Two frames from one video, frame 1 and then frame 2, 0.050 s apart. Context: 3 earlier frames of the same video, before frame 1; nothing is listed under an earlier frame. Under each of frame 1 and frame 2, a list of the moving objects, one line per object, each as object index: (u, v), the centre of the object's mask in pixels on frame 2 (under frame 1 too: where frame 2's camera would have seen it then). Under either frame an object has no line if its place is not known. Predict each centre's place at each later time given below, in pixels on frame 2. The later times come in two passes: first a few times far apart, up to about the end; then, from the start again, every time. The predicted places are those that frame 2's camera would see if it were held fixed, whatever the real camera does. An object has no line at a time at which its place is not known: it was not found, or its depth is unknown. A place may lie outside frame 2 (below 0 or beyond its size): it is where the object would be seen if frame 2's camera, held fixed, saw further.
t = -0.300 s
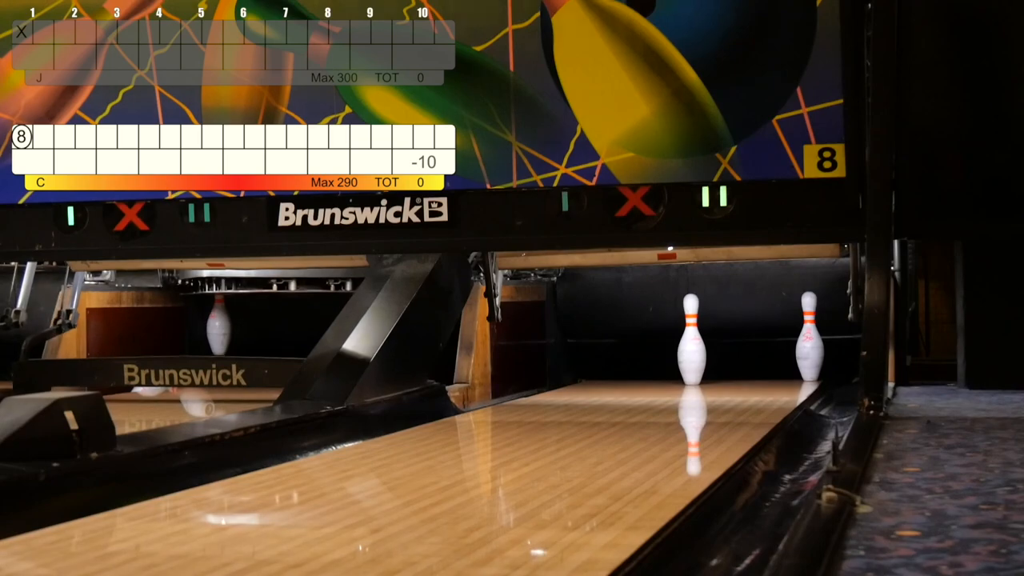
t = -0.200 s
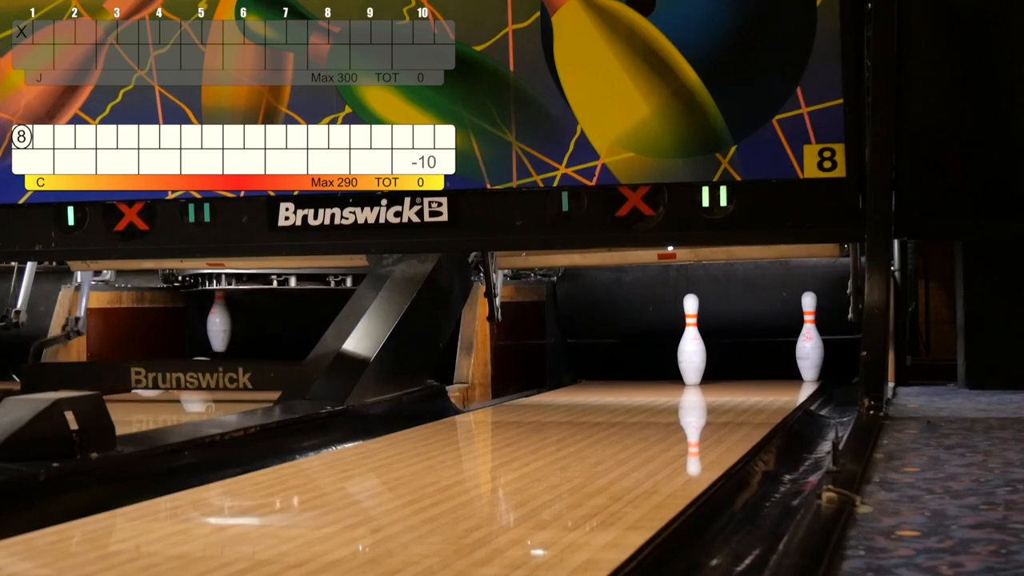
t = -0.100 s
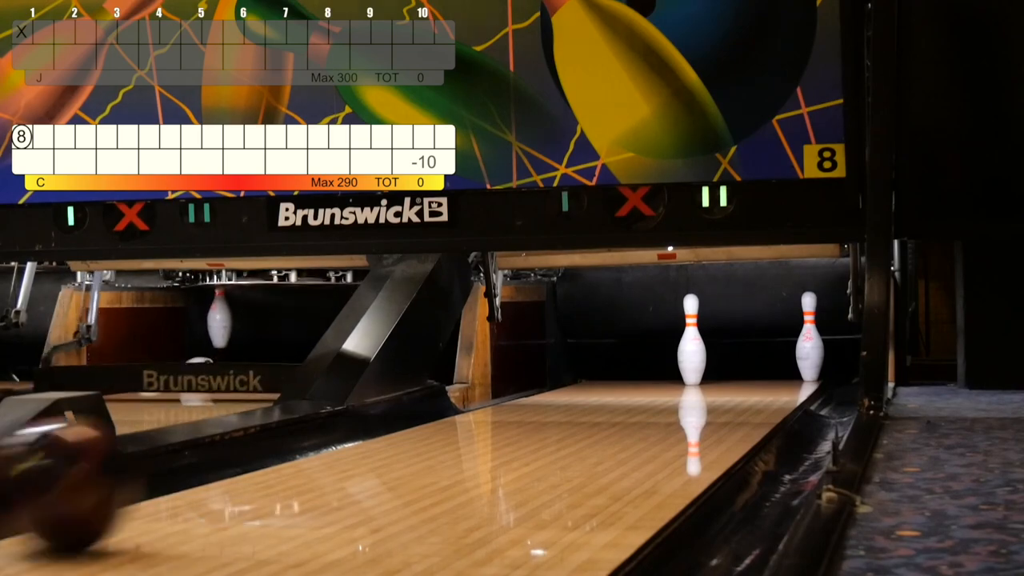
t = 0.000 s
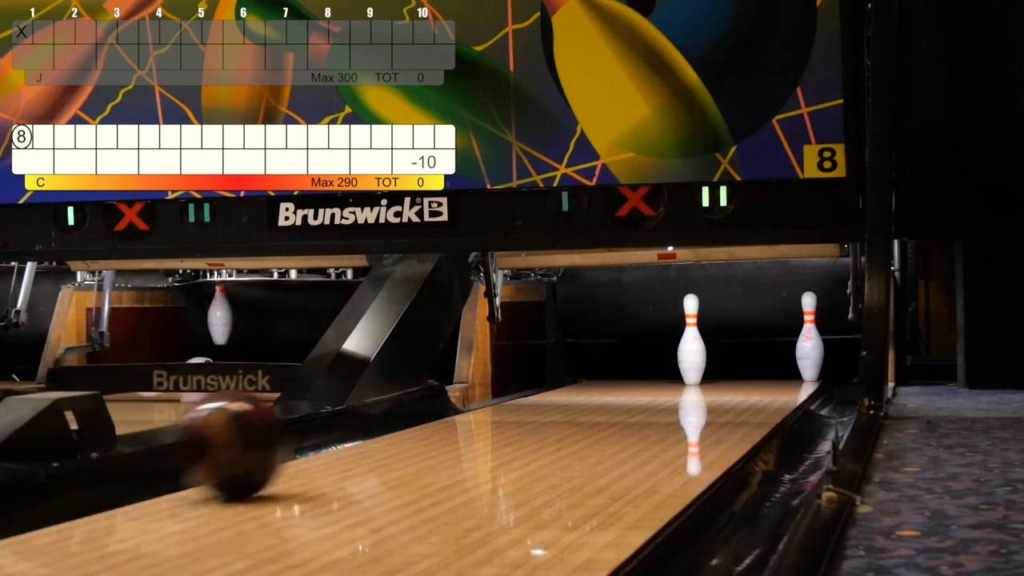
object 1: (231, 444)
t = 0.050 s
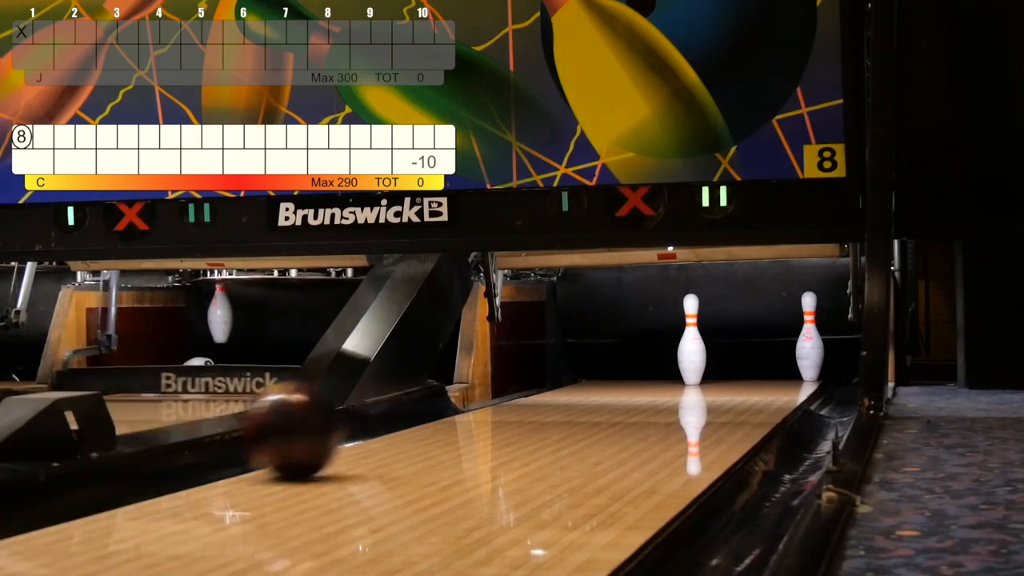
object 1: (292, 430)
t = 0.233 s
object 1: (437, 394)
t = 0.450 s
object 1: (531, 370)
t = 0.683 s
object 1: (588, 355)
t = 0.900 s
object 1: (601, 371)
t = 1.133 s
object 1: (600, 372)
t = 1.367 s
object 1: (615, 373)
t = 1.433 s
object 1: (621, 373)
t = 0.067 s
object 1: (310, 425)
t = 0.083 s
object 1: (326, 421)
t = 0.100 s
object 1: (341, 417)
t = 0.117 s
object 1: (357, 414)
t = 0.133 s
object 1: (370, 410)
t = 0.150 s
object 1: (383, 407)
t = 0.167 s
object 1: (395, 404)
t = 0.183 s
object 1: (408, 401)
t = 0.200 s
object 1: (418, 399)
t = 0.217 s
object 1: (427, 396)
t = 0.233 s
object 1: (437, 394)
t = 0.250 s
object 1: (446, 391)
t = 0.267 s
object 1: (456, 389)
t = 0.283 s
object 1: (463, 387)
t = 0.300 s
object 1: (471, 384)
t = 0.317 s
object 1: (480, 382)
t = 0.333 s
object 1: (489, 381)
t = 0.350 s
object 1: (494, 379)
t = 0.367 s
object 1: (502, 377)
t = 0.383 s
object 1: (509, 376)
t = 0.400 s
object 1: (514, 374)
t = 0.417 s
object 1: (522, 373)
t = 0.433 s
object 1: (527, 372)
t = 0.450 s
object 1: (531, 370)
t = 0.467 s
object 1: (537, 369)
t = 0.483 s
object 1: (541, 367)
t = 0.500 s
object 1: (546, 366)
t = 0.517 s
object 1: (550, 365)
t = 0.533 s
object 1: (555, 364)
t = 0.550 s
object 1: (561, 363)
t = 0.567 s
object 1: (566, 362)
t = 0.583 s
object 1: (569, 361)
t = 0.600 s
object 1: (572, 360)
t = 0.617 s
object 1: (577, 359)
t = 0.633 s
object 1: (581, 357)
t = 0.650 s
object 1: (582, 356)
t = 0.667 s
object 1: (585, 355)
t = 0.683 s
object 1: (588, 355)
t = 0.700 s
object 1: (590, 356)
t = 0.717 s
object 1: (593, 358)
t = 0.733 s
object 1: (595, 359)
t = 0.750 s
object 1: (595, 360)
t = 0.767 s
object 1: (598, 362)
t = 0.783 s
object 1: (599, 370)
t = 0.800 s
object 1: (601, 374)
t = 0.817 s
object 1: (601, 372)
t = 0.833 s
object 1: (603, 371)
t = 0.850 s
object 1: (601, 371)
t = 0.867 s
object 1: (601, 371)
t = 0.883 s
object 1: (602, 371)
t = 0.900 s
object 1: (601, 371)
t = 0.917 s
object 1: (602, 371)
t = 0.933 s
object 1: (602, 371)
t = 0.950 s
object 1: (601, 371)
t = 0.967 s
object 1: (602, 371)
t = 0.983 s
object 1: (601, 371)
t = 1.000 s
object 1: (601, 372)
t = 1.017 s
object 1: (601, 371)
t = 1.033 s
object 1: (601, 371)
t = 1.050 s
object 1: (601, 371)
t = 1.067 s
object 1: (601, 371)
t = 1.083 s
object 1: (601, 372)
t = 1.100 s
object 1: (601, 372)
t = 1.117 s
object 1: (601, 372)
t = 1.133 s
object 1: (600, 372)
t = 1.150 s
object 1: (602, 372)
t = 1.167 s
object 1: (602, 372)
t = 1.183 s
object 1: (603, 372)
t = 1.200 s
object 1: (605, 371)
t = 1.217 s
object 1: (605, 372)
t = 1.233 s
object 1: (606, 372)
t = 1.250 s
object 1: (607, 372)
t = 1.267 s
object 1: (607, 372)
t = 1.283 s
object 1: (609, 372)
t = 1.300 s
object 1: (611, 372)
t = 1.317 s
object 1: (612, 372)
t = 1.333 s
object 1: (613, 372)
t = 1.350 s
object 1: (614, 372)
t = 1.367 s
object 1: (615, 373)
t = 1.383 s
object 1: (616, 372)
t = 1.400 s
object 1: (617, 373)
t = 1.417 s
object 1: (619, 373)
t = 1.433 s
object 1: (621, 373)
